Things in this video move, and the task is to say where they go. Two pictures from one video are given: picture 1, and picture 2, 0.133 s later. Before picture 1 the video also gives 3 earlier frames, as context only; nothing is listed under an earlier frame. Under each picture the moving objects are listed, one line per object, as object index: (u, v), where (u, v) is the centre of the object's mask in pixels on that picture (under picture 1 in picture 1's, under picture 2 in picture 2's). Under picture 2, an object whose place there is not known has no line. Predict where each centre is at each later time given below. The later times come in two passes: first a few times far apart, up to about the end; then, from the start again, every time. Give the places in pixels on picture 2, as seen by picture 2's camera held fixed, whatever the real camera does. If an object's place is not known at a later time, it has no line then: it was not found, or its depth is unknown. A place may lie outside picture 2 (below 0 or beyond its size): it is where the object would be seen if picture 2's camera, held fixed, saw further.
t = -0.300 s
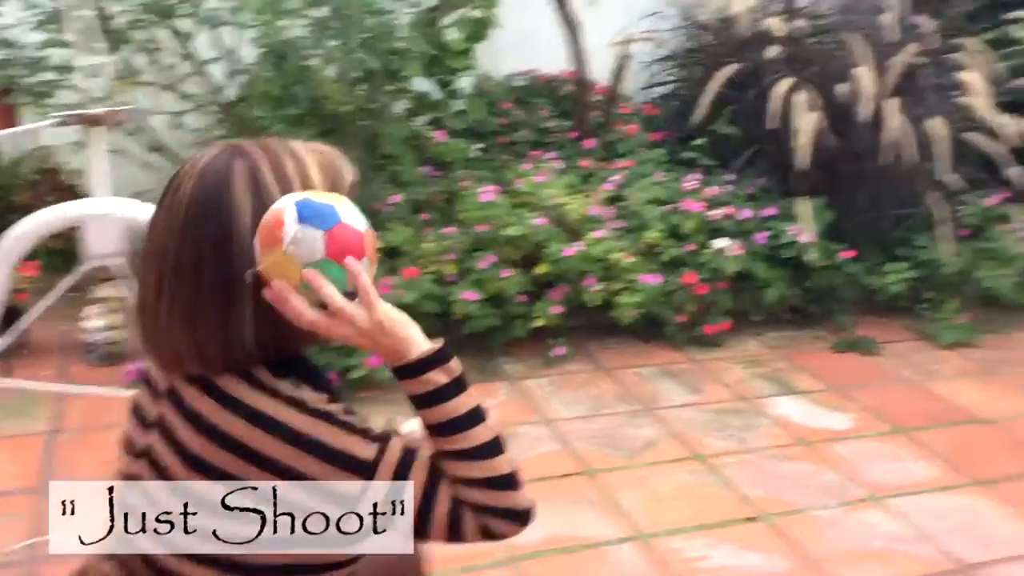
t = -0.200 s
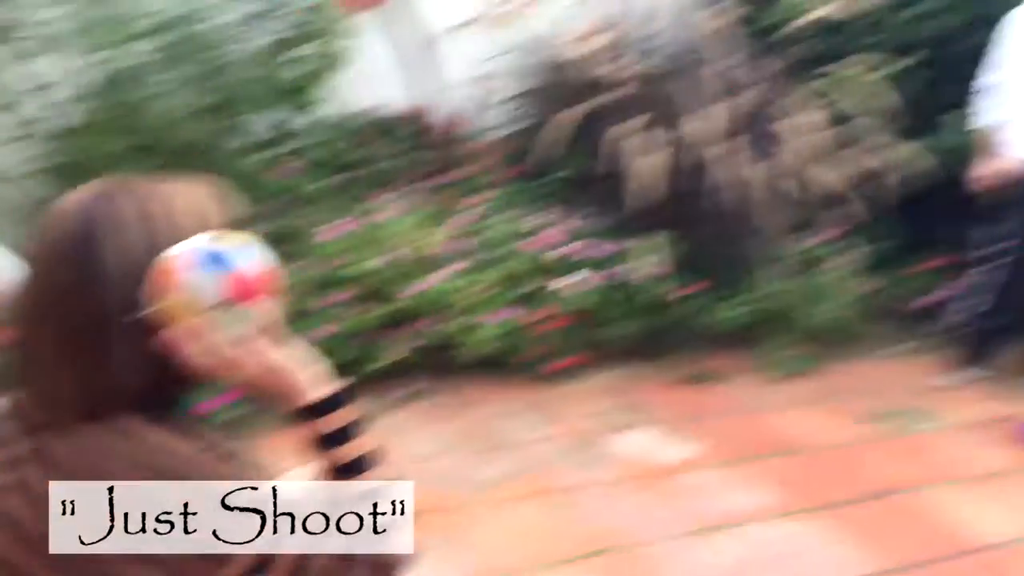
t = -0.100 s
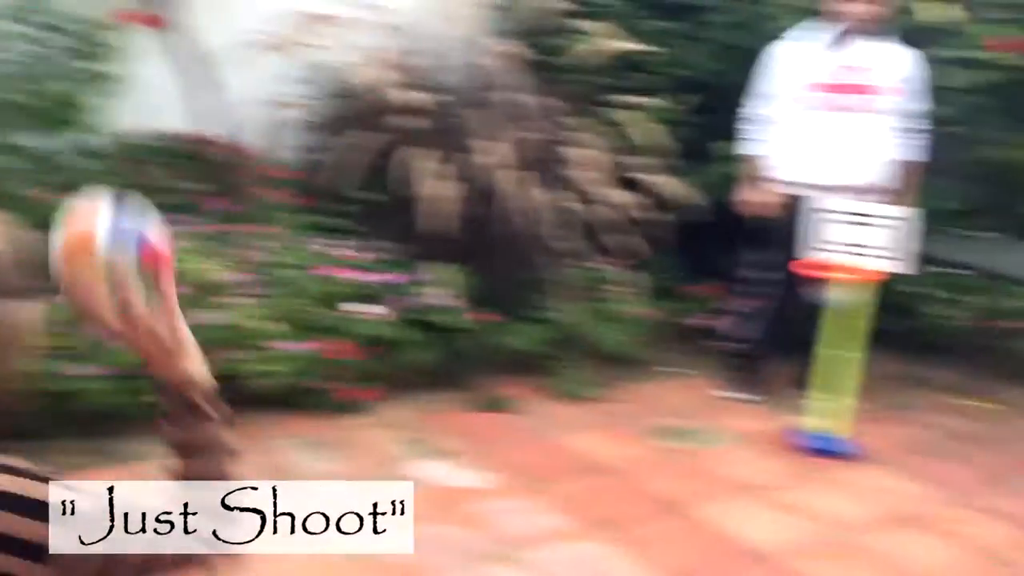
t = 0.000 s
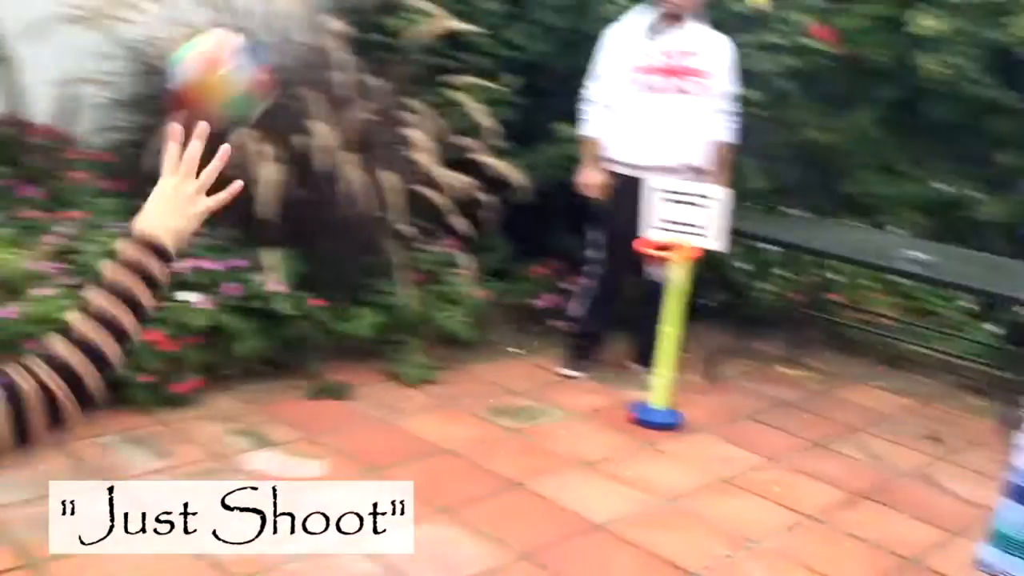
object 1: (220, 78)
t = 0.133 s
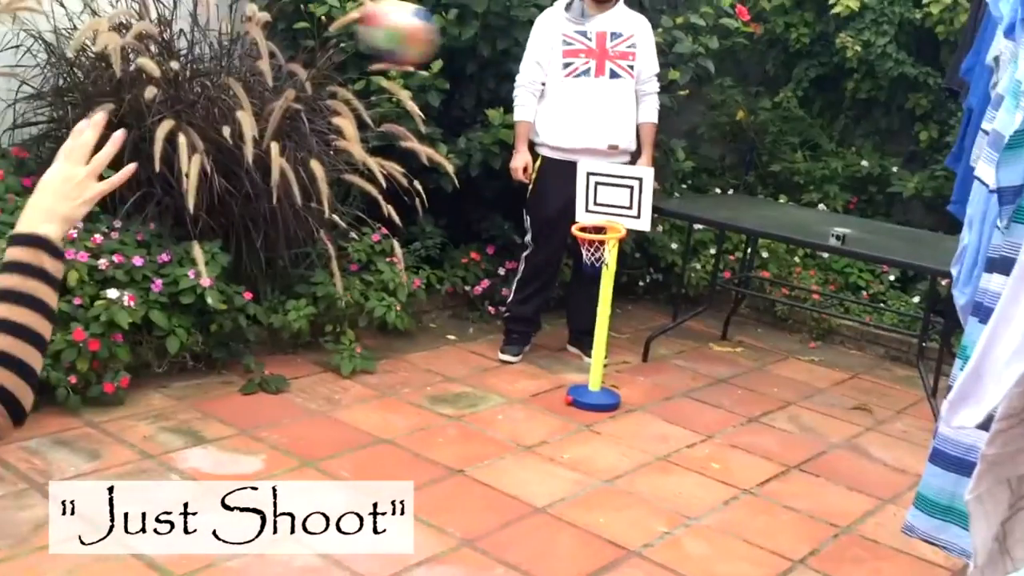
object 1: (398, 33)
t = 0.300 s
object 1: (547, 98)
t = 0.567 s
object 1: (596, 215)
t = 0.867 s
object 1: (591, 245)
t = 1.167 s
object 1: (556, 401)
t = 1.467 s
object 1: (548, 404)
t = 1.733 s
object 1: (543, 405)
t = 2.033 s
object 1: (548, 407)
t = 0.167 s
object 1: (437, 39)
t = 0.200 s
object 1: (471, 50)
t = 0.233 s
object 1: (498, 61)
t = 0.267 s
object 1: (523, 77)
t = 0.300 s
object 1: (547, 98)
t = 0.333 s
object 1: (563, 116)
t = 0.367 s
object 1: (580, 137)
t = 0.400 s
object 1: (590, 159)
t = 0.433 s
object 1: (600, 181)
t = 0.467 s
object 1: (609, 202)
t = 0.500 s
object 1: (611, 220)
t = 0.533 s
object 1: (602, 215)
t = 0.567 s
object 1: (596, 215)
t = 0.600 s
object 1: (595, 215)
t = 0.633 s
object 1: (597, 212)
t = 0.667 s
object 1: (599, 211)
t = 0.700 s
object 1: (600, 213)
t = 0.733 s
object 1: (602, 216)
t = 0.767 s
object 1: (603, 221)
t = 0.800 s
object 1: (600, 224)
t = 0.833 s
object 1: (596, 235)
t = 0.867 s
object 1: (591, 245)
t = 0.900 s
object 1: (587, 258)
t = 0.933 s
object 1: (584, 266)
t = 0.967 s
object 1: (580, 282)
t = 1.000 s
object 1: (576, 299)
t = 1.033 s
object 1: (573, 318)
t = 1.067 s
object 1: (569, 340)
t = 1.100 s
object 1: (562, 366)
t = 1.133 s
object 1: (557, 397)
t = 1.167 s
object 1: (556, 401)
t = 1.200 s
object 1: (556, 389)
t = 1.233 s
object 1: (557, 382)
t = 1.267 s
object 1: (556, 376)
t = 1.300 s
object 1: (555, 374)
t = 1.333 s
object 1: (554, 374)
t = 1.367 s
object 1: (553, 377)
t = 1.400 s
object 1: (551, 383)
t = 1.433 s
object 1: (550, 391)
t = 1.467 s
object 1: (548, 404)
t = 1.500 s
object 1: (548, 405)
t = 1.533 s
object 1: (546, 401)
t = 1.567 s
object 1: (546, 400)
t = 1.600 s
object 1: (545, 401)
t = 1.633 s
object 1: (543, 405)
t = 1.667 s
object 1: (543, 406)
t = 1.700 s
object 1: (543, 405)
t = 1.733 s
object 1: (543, 405)
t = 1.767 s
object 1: (545, 406)
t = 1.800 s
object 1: (545, 406)
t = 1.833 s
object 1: (546, 407)
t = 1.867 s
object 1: (546, 407)
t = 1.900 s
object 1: (547, 407)
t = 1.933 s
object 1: (548, 407)
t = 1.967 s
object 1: (548, 407)
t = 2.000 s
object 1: (548, 407)
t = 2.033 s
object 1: (548, 407)
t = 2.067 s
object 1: (548, 407)
